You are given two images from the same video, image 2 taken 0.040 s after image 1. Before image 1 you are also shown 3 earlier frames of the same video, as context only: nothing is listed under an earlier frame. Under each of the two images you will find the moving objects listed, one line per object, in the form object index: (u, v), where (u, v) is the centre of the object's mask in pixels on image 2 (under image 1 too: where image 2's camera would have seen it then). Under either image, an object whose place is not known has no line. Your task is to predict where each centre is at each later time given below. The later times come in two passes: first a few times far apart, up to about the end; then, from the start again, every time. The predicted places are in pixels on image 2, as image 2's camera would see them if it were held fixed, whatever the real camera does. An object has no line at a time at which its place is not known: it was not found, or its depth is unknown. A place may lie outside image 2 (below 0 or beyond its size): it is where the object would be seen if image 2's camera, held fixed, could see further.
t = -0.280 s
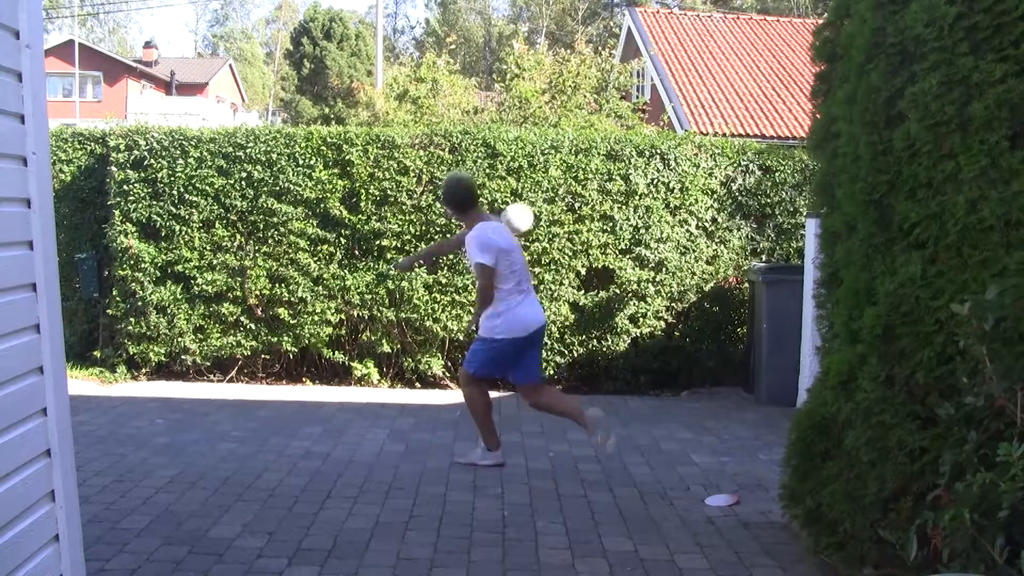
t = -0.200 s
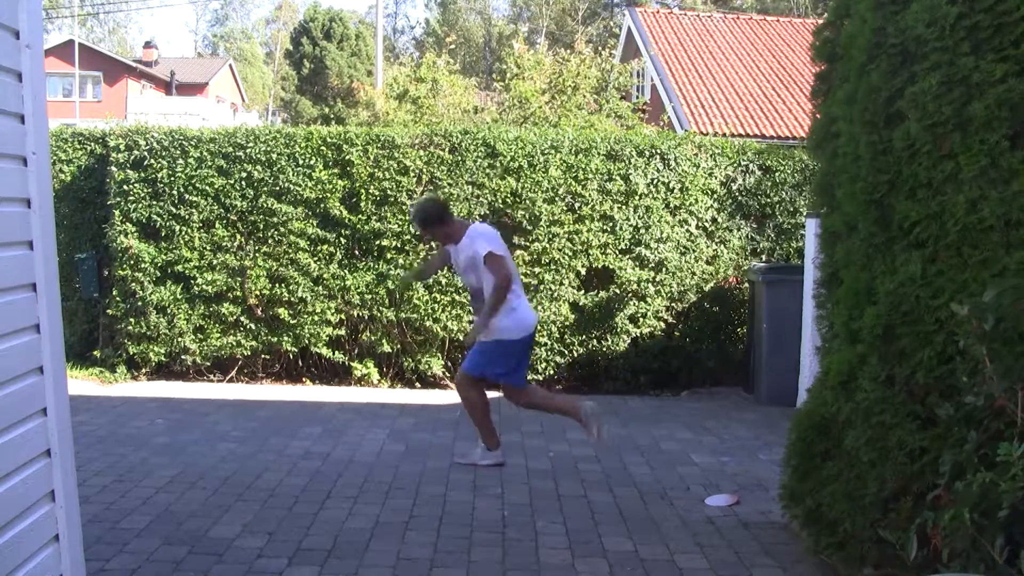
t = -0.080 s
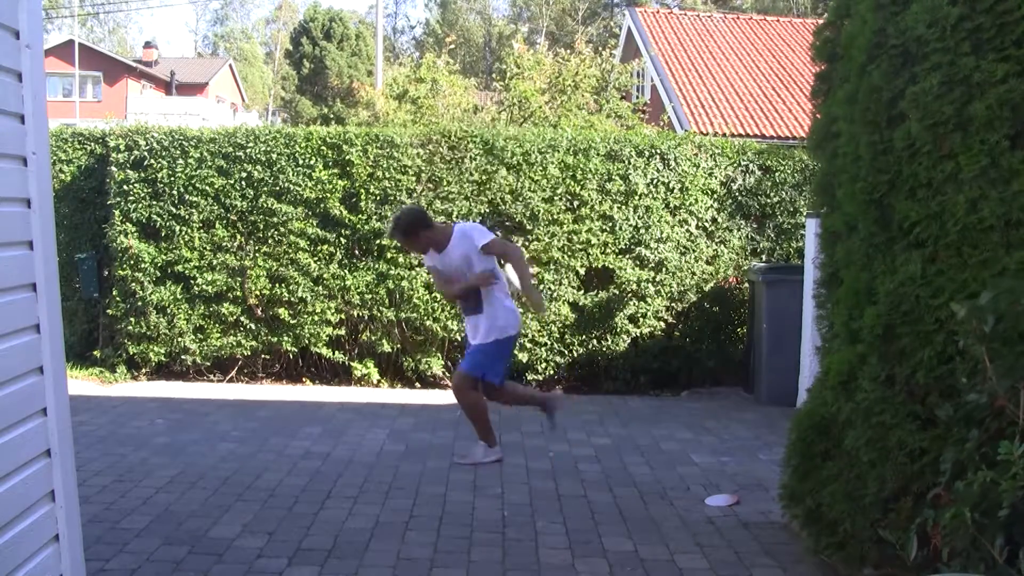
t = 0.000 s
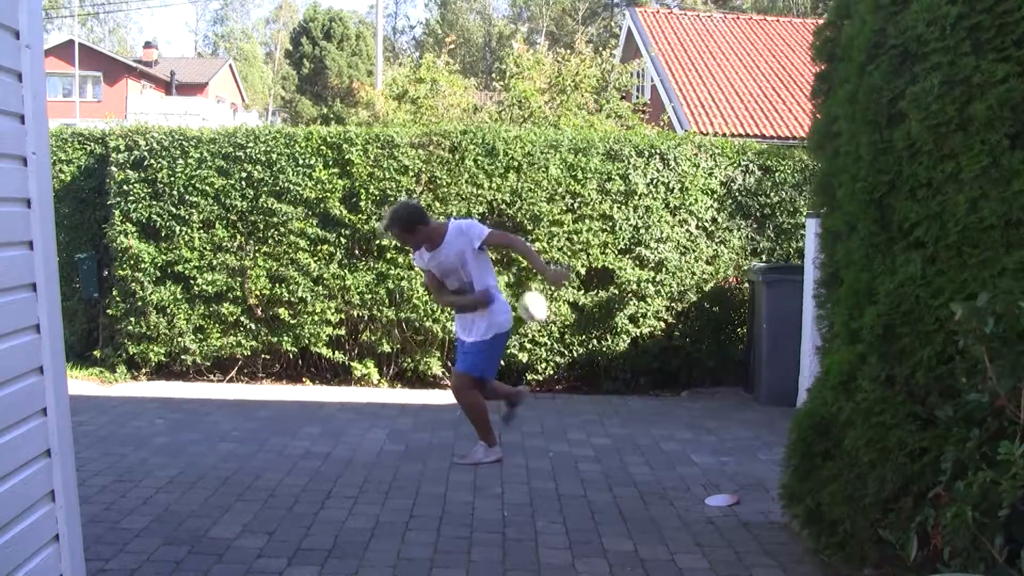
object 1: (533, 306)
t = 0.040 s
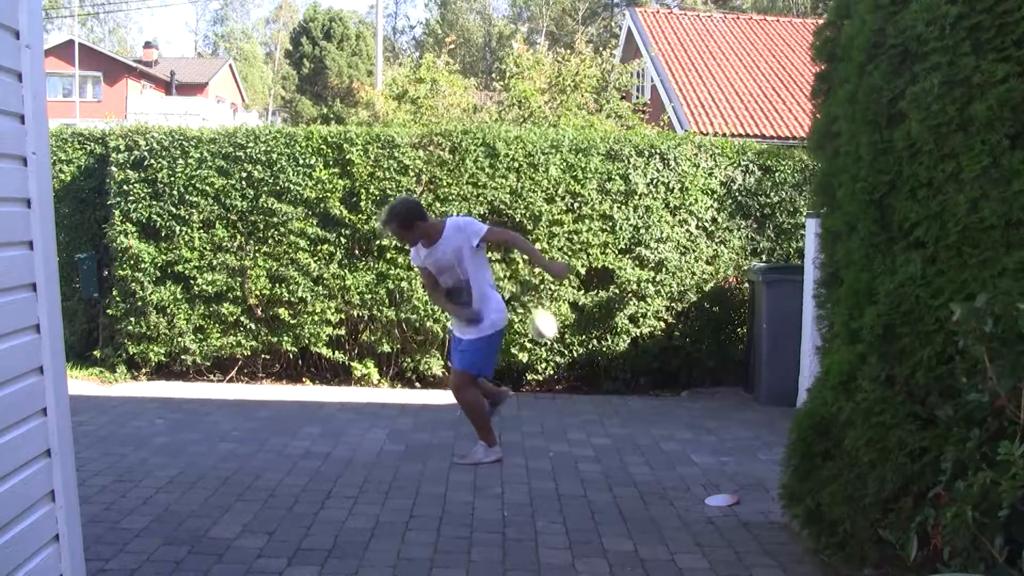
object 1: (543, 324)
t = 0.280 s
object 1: (595, 343)
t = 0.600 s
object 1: (668, 310)
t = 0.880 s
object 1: (730, 398)
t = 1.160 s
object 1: (808, 360)
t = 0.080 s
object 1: (552, 345)
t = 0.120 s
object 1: (560, 368)
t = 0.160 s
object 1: (569, 388)
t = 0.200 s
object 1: (577, 371)
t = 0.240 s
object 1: (586, 356)
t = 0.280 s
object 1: (595, 343)
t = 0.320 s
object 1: (603, 330)
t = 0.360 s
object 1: (613, 321)
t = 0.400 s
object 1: (621, 314)
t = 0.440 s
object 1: (630, 309)
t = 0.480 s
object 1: (640, 306)
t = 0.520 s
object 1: (649, 305)
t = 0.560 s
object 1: (658, 306)
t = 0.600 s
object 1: (668, 310)
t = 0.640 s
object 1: (676, 316)
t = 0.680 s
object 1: (685, 324)
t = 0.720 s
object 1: (694, 334)
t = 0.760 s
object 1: (703, 347)
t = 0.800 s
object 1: (712, 362)
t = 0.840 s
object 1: (721, 379)
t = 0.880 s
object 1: (730, 398)
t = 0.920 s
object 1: (739, 410)
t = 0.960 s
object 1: (752, 396)
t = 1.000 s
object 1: (764, 385)
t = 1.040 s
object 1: (776, 375)
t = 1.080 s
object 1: (788, 368)
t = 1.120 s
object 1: (800, 363)
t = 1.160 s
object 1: (808, 360)
